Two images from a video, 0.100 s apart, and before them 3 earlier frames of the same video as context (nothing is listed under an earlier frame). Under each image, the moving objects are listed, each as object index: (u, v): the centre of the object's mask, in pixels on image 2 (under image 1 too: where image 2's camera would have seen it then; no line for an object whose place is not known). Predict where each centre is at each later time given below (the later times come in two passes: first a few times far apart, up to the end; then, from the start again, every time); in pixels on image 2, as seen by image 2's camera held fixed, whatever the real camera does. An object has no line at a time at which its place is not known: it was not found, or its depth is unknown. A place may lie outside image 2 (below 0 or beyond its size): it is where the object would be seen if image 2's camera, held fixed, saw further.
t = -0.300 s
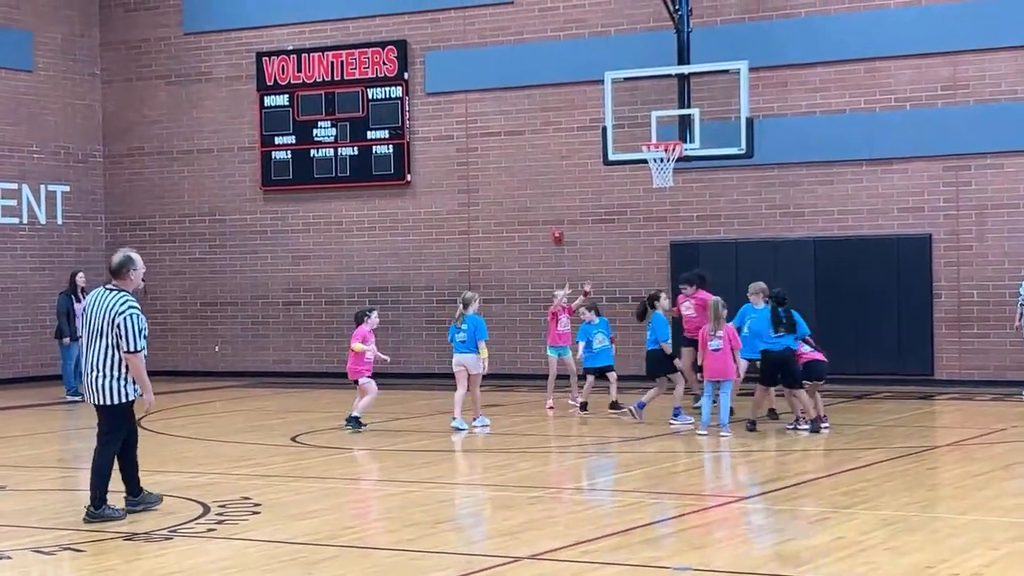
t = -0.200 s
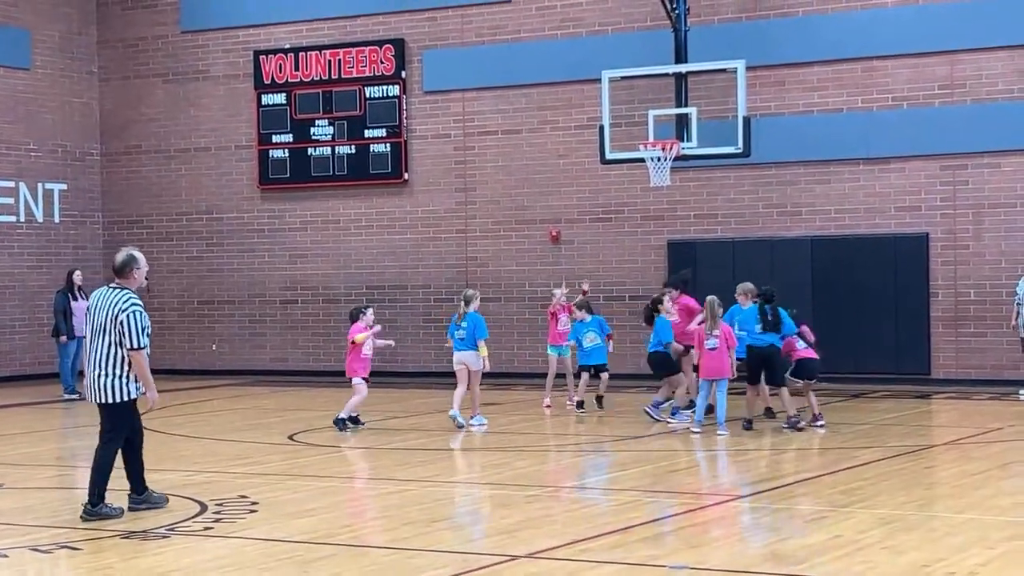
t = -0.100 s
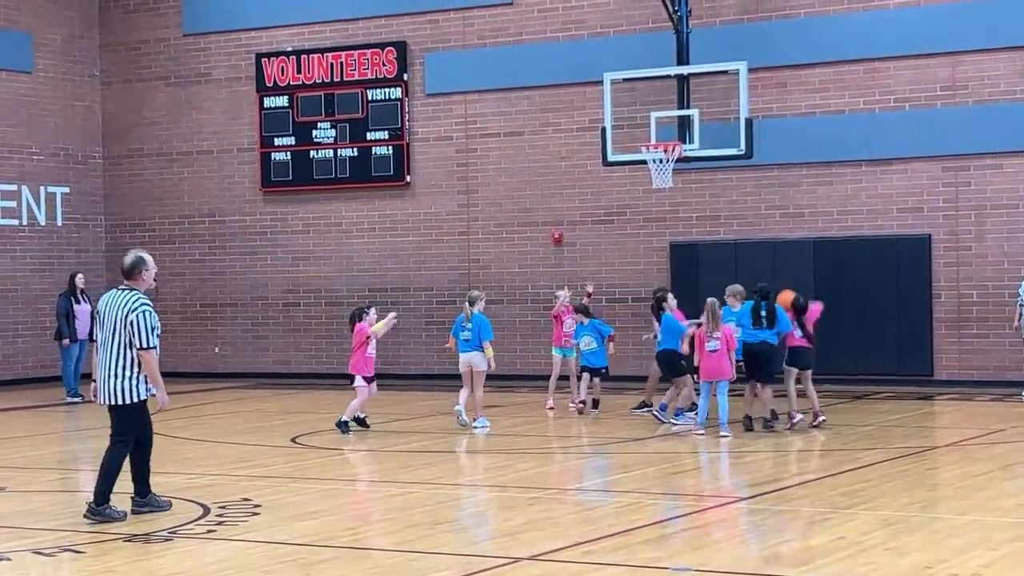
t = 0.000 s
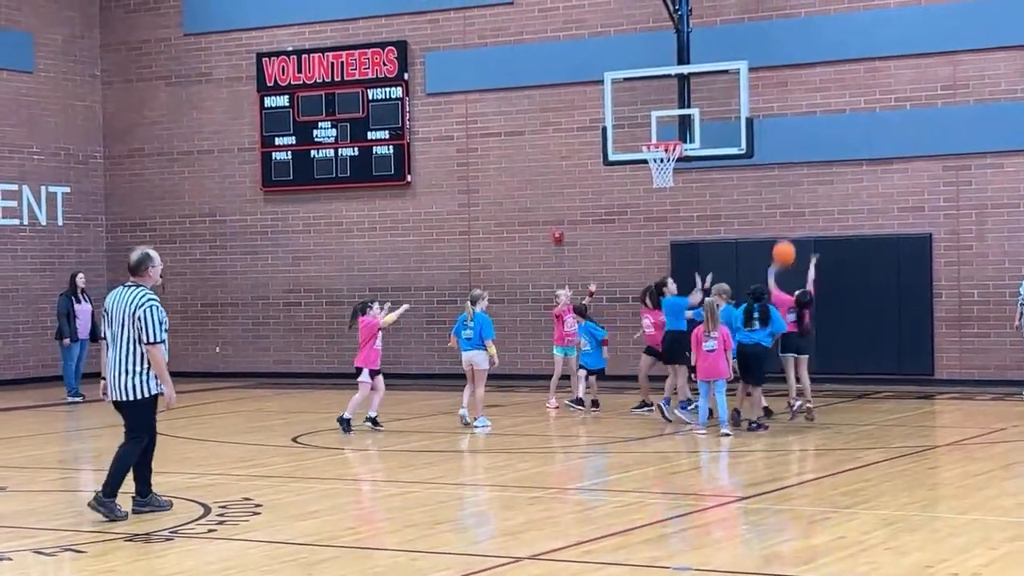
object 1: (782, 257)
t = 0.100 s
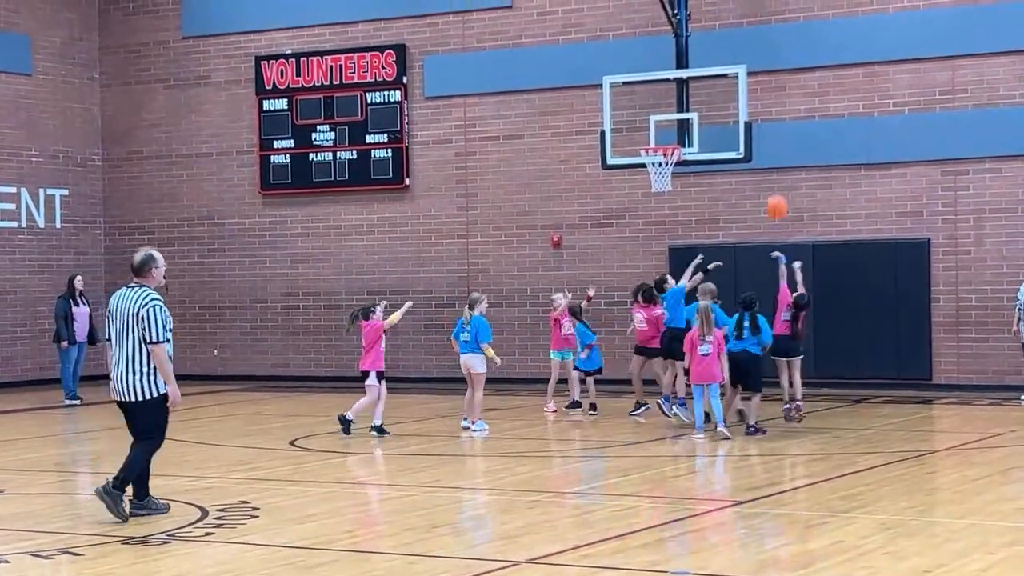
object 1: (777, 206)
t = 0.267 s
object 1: (768, 147)
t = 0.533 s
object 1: (756, 111)
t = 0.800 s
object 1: (746, 138)
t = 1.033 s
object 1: (737, 208)
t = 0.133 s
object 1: (775, 192)
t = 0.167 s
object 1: (772, 179)
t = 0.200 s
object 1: (771, 167)
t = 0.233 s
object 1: (769, 156)
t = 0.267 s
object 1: (768, 147)
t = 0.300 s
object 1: (766, 139)
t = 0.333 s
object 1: (765, 132)
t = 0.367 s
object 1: (763, 126)
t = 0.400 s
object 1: (761, 120)
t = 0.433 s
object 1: (760, 117)
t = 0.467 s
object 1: (758, 113)
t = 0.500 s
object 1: (757, 111)
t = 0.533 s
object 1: (756, 111)
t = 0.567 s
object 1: (755, 111)
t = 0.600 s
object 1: (754, 112)
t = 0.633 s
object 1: (753, 113)
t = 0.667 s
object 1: (751, 116)
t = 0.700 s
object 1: (749, 119)
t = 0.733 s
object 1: (748, 125)
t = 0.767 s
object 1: (747, 130)
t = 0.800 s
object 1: (746, 138)
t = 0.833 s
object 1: (745, 145)
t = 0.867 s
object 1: (743, 154)
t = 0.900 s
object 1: (741, 163)
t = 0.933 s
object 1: (741, 174)
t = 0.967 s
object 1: (739, 185)
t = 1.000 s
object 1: (738, 196)
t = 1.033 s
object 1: (737, 208)
